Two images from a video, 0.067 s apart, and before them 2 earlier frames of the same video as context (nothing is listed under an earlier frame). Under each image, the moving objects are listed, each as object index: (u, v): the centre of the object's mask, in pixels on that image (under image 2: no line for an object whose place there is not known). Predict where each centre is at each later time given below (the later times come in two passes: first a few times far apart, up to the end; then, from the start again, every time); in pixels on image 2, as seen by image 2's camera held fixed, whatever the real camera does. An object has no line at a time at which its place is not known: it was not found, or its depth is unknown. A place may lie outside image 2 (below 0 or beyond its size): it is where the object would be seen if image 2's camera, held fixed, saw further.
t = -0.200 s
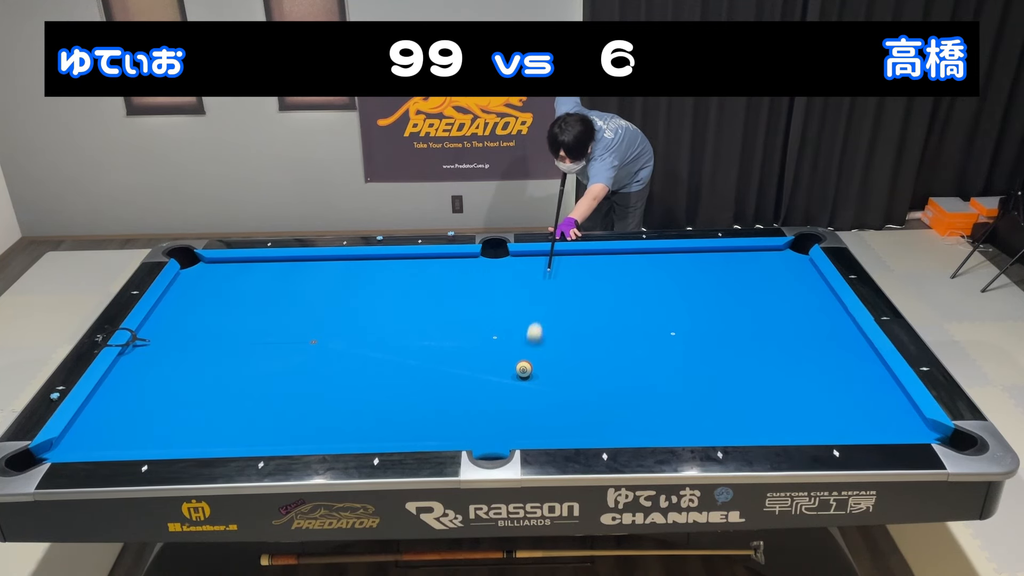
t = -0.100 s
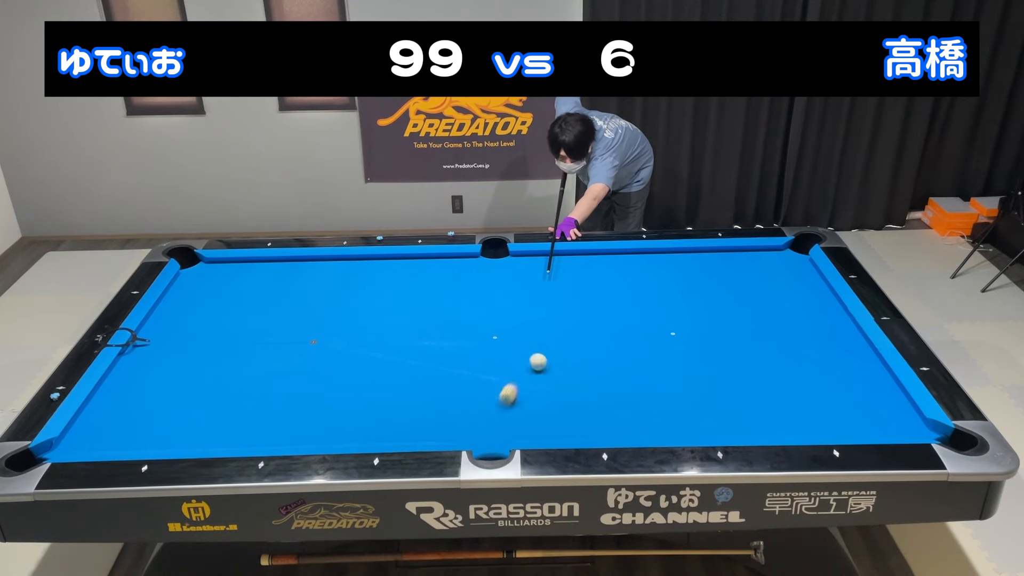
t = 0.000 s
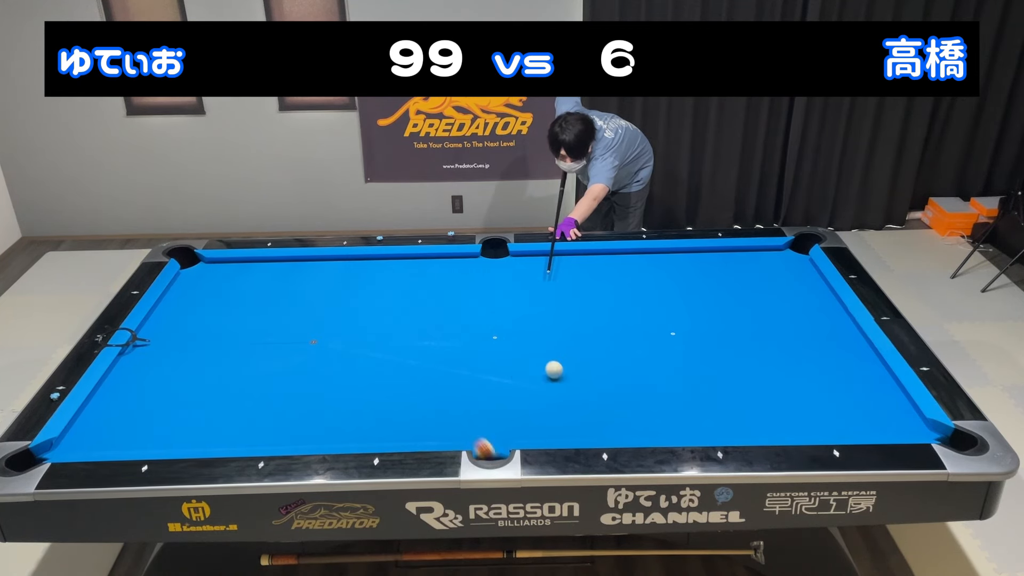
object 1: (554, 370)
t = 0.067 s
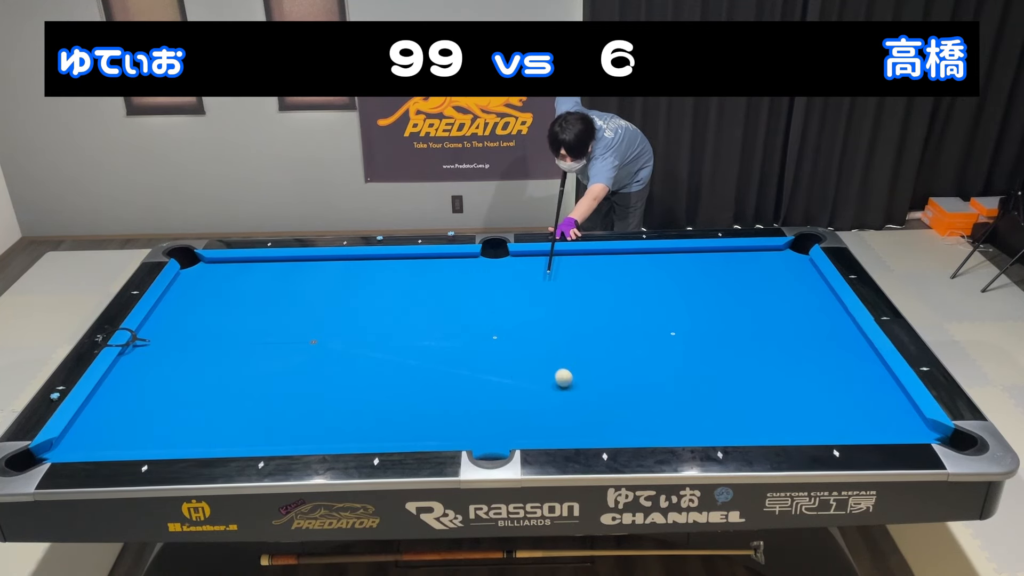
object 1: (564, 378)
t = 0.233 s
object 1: (585, 407)
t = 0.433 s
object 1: (606, 426)
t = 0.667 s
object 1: (617, 396)
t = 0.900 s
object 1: (626, 370)
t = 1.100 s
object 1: (633, 350)
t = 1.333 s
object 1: (641, 328)
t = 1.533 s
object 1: (646, 312)
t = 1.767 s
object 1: (652, 295)
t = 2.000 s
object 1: (657, 279)
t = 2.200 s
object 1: (662, 267)
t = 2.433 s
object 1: (666, 254)
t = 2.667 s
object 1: (674, 258)
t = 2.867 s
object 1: (681, 264)
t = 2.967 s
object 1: (685, 268)
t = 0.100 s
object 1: (568, 383)
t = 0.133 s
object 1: (572, 388)
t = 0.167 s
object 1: (577, 394)
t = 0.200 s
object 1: (581, 401)
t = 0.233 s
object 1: (585, 407)
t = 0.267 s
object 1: (589, 414)
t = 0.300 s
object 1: (594, 421)
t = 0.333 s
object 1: (598, 427)
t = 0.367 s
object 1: (602, 432)
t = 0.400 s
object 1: (605, 429)
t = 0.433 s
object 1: (606, 426)
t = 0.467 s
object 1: (608, 421)
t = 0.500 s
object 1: (610, 417)
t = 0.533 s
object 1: (611, 412)
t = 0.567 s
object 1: (613, 408)
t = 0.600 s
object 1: (614, 404)
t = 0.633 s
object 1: (615, 400)
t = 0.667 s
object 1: (617, 396)
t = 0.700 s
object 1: (618, 392)
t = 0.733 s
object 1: (620, 388)
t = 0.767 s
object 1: (621, 384)
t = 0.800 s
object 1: (622, 381)
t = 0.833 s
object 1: (624, 377)
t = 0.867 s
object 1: (625, 373)
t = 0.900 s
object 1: (626, 370)
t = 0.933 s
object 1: (628, 366)
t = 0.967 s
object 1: (629, 363)
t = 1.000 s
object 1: (630, 359)
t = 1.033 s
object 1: (631, 356)
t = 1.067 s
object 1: (632, 353)
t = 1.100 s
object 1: (633, 350)
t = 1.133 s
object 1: (634, 346)
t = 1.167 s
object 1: (636, 343)
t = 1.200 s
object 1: (637, 340)
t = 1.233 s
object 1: (638, 337)
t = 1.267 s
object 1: (639, 334)
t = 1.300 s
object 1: (640, 331)
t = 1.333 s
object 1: (641, 328)
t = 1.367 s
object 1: (642, 326)
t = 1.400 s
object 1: (642, 323)
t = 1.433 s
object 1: (643, 320)
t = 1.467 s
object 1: (644, 317)
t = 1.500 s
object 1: (645, 315)
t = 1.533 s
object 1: (646, 312)
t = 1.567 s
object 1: (647, 309)
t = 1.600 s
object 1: (648, 307)
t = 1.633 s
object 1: (649, 304)
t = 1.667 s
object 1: (650, 302)
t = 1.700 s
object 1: (650, 300)
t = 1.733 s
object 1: (651, 297)
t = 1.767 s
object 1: (652, 295)
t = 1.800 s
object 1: (653, 292)
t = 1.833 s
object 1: (654, 290)
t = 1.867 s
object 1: (655, 288)
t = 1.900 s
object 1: (655, 286)
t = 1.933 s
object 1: (656, 283)
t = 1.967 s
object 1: (657, 281)
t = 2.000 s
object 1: (657, 279)
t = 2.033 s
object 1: (658, 277)
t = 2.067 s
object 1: (659, 275)
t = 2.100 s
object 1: (660, 273)
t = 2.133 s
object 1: (660, 271)
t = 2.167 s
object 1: (661, 269)
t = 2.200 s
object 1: (662, 267)
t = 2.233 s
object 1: (663, 265)
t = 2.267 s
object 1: (663, 263)
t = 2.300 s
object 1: (664, 261)
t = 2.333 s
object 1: (664, 259)
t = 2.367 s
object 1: (665, 257)
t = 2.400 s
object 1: (666, 255)
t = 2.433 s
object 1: (666, 254)
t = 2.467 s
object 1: (667, 252)
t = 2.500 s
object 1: (668, 253)
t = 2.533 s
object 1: (669, 254)
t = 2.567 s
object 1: (670, 255)
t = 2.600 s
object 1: (672, 256)
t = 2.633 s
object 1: (673, 257)
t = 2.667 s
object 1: (674, 258)
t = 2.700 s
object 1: (675, 259)
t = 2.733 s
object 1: (676, 260)
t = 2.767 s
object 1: (678, 261)
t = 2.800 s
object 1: (679, 262)
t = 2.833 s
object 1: (680, 264)
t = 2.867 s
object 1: (681, 264)
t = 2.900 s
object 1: (682, 266)
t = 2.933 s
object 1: (683, 267)
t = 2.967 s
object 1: (685, 268)
